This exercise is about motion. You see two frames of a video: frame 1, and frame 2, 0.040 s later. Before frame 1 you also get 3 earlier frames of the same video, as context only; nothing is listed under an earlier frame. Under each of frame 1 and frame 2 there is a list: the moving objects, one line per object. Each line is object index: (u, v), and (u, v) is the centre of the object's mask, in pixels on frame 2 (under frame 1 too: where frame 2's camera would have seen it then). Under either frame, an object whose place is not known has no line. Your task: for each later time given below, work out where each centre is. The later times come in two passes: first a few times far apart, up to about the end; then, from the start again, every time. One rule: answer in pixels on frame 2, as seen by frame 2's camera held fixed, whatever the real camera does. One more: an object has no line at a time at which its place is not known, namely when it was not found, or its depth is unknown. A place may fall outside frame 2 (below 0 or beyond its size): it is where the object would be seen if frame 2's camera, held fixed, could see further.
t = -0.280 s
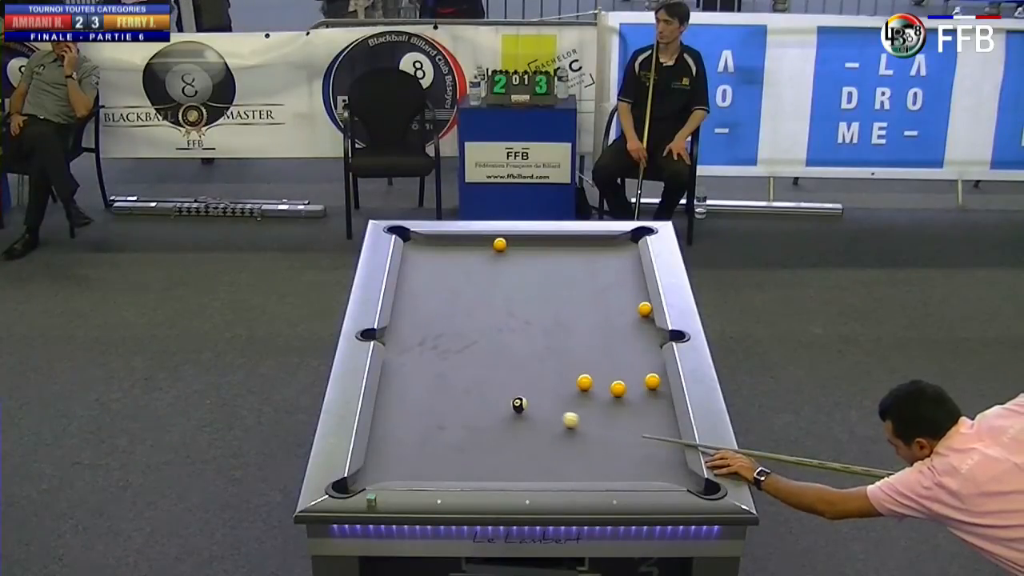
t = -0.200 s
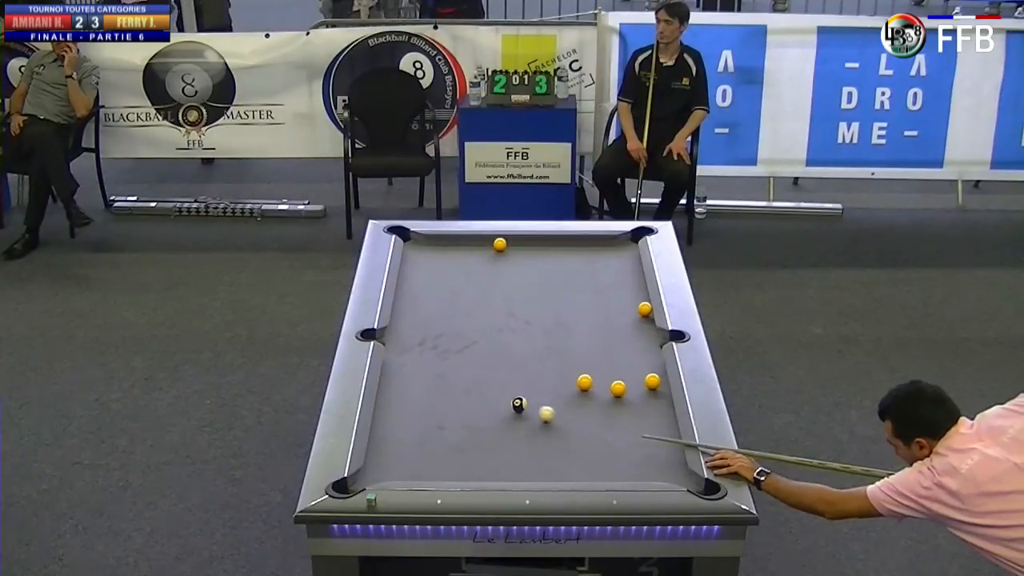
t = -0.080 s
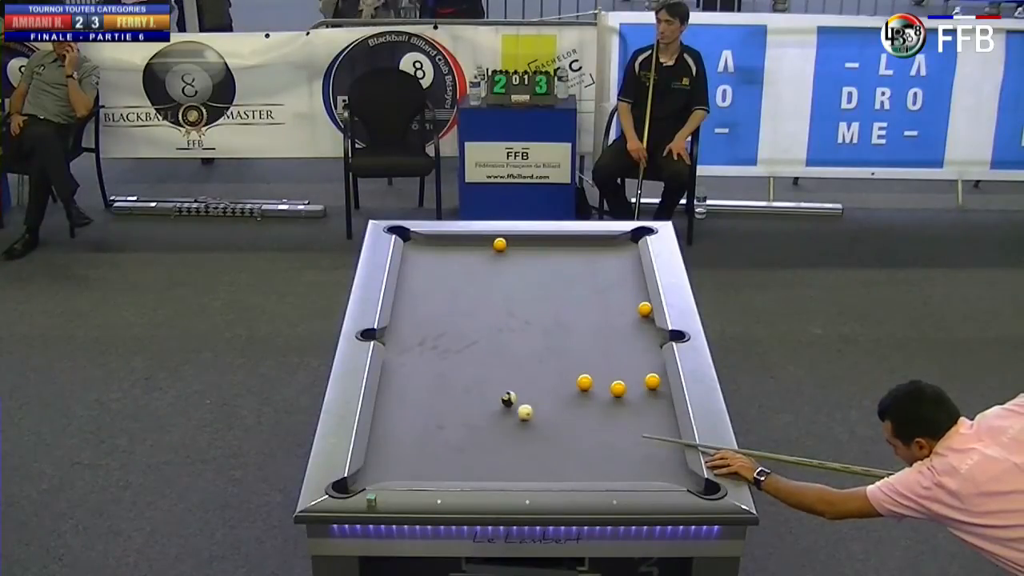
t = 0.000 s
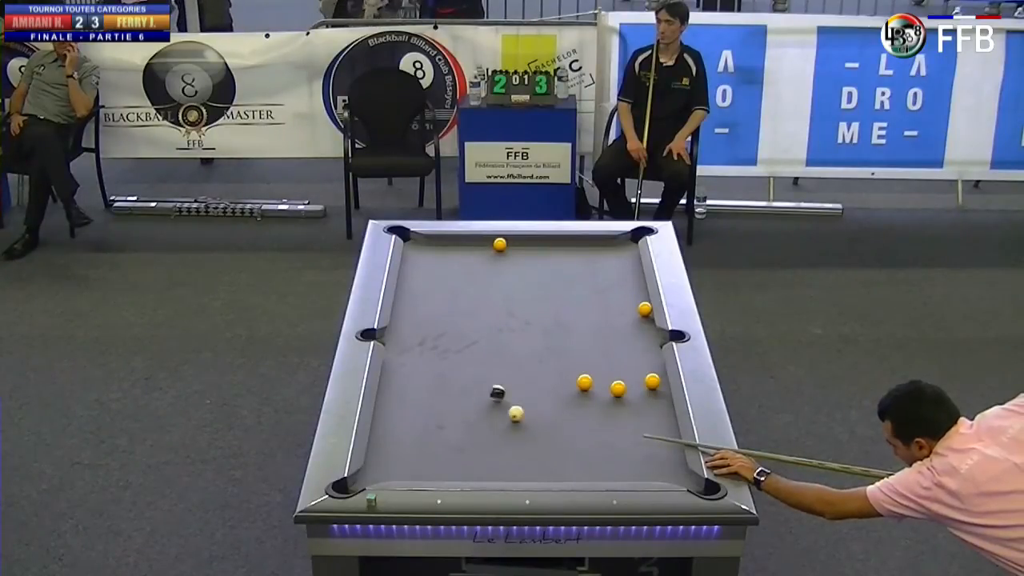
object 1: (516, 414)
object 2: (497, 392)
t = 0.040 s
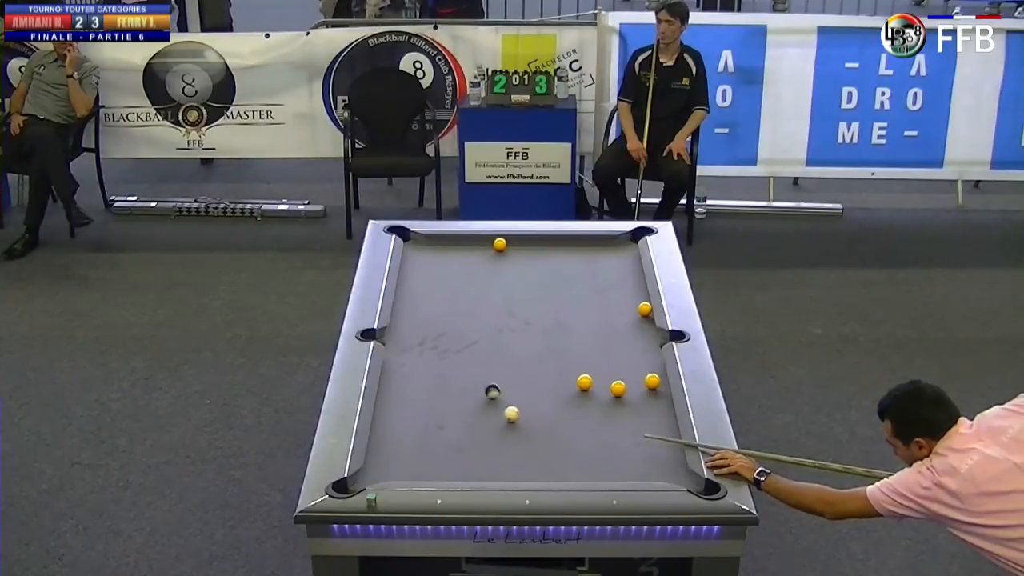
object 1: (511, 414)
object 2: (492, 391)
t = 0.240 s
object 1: (490, 417)
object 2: (469, 379)
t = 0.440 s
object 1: (469, 420)
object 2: (447, 368)
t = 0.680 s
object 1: (446, 422)
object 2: (424, 357)
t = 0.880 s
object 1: (429, 424)
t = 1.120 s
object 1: (410, 426)
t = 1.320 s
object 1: (395, 428)
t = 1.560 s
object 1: (379, 430)
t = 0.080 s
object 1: (507, 414)
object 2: (488, 389)
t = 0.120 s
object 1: (503, 415)
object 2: (482, 385)
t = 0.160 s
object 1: (498, 416)
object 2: (477, 383)
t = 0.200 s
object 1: (494, 416)
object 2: (473, 382)
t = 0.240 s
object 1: (490, 417)
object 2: (469, 379)
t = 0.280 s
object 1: (485, 418)
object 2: (465, 376)
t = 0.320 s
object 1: (481, 418)
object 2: (460, 375)
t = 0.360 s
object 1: (477, 419)
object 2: (456, 373)
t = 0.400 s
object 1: (473, 419)
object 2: (452, 371)
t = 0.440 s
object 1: (469, 420)
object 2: (447, 368)
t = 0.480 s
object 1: (465, 420)
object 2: (442, 366)
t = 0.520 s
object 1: (462, 421)
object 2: (440, 365)
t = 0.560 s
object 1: (458, 421)
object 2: (435, 362)
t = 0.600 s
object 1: (454, 421)
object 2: (432, 360)
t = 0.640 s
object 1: (450, 422)
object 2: (427, 359)
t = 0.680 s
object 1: (446, 422)
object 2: (424, 357)
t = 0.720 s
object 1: (443, 423)
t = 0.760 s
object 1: (439, 423)
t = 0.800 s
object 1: (436, 424)
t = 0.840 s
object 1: (433, 424)
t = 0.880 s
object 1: (429, 424)
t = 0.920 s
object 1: (426, 425)
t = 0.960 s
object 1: (422, 425)
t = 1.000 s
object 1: (419, 425)
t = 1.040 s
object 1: (416, 426)
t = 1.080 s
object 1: (413, 426)
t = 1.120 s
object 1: (410, 426)
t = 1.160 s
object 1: (407, 427)
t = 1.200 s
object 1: (404, 427)
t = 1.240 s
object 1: (401, 428)
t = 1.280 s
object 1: (398, 428)
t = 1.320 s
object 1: (395, 428)
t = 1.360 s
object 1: (392, 428)
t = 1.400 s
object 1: (390, 429)
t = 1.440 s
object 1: (387, 429)
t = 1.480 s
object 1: (385, 429)
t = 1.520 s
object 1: (382, 430)
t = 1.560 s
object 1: (379, 430)
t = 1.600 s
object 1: (377, 430)
